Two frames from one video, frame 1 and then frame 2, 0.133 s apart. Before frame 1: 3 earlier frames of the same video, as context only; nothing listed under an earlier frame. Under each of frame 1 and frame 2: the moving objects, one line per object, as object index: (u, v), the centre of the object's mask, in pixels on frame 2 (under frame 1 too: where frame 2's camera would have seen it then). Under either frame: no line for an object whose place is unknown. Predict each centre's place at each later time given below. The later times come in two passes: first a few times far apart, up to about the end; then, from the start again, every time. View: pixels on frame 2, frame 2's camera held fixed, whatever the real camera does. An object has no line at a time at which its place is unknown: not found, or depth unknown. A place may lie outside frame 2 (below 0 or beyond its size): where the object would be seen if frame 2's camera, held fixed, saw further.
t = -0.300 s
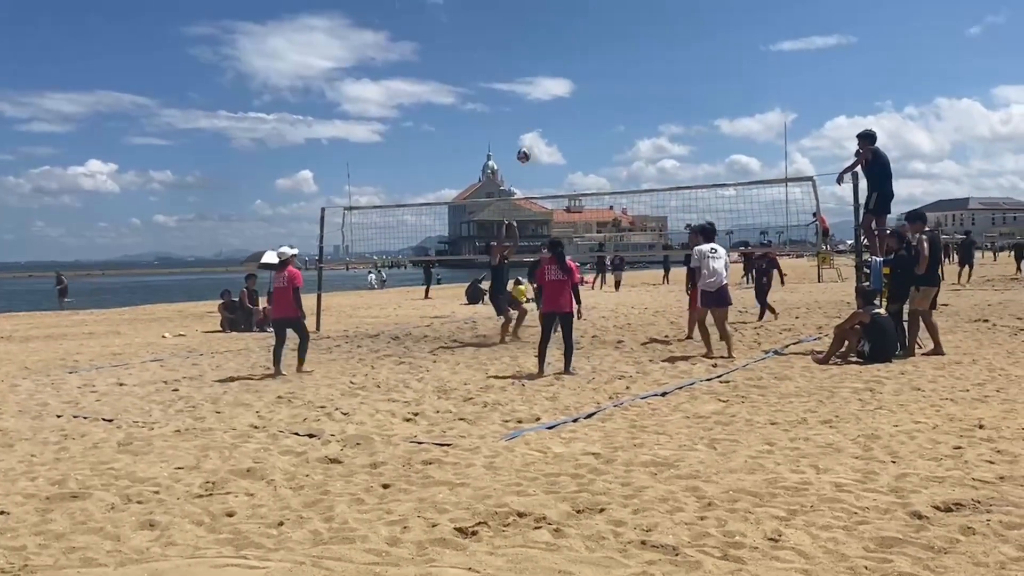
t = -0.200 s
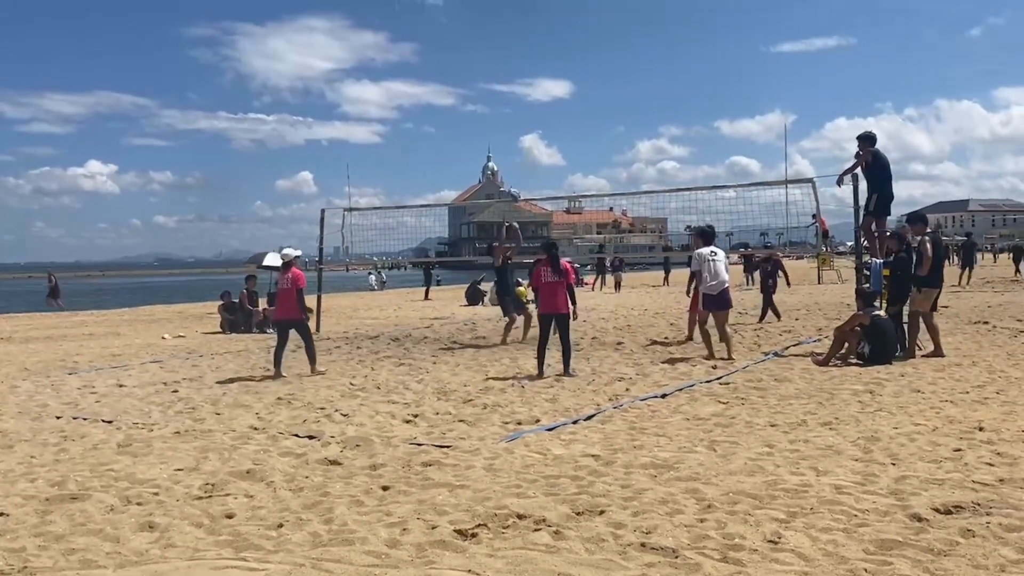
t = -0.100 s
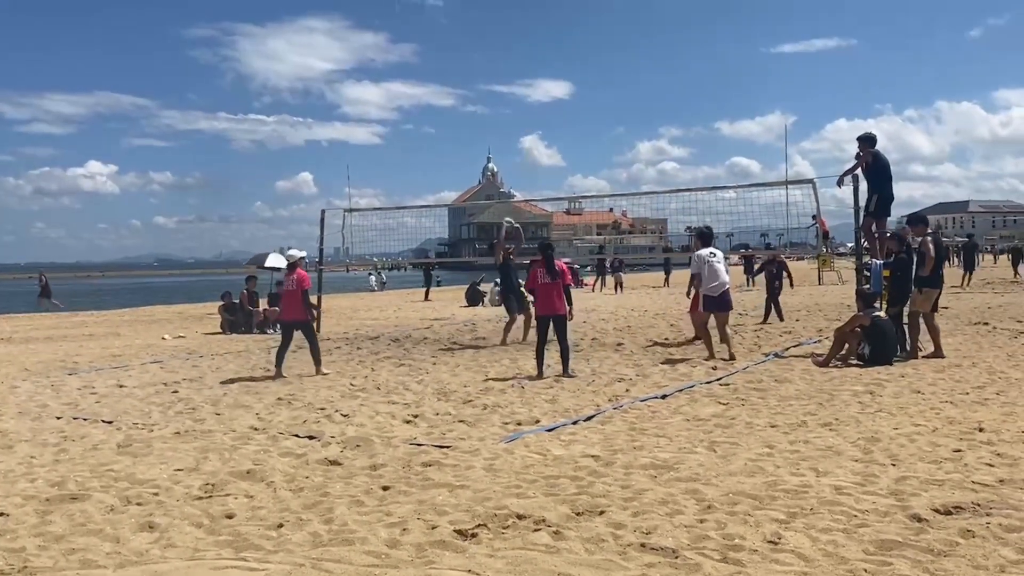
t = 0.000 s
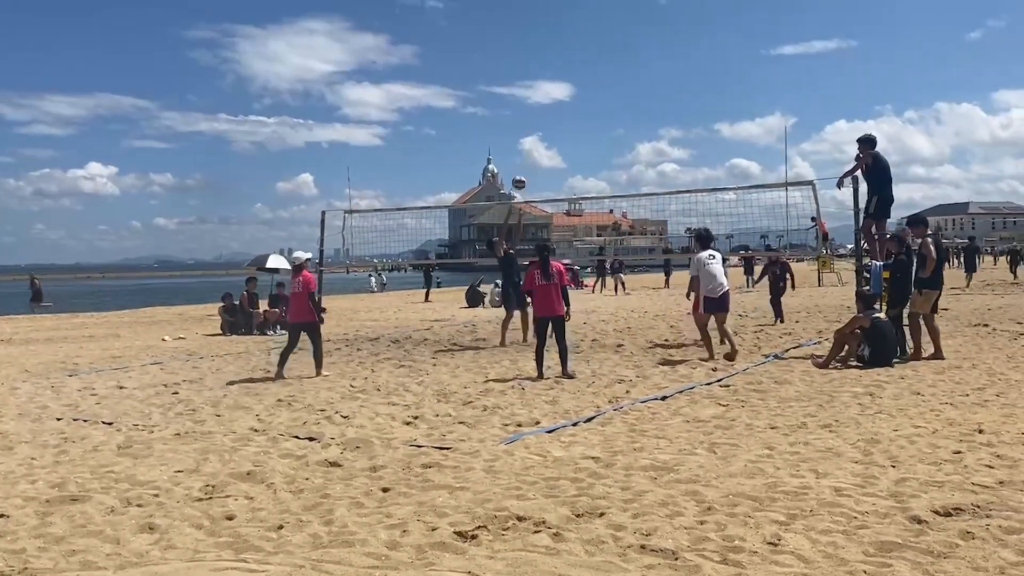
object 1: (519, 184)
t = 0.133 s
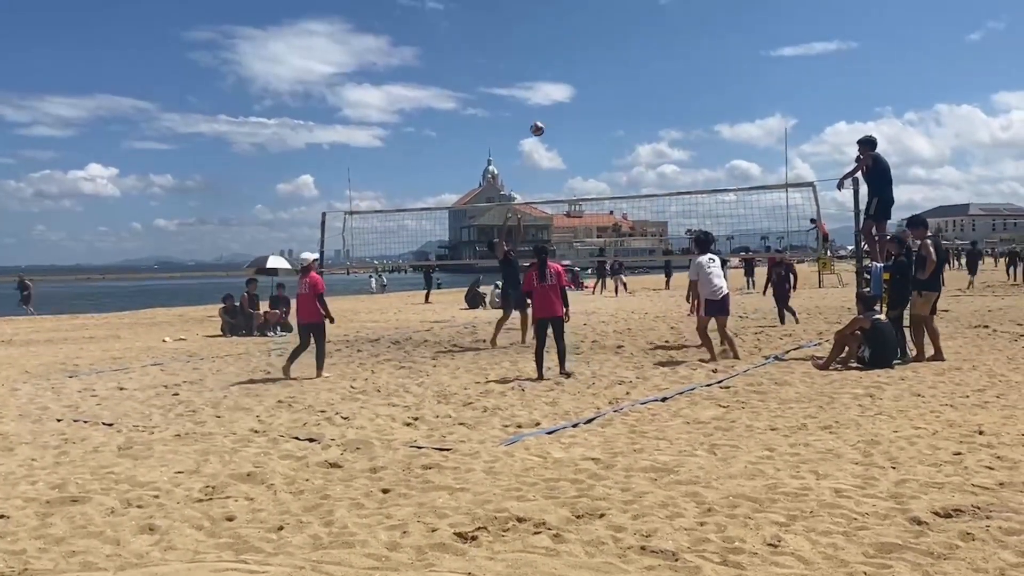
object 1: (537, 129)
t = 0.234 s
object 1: (551, 95)
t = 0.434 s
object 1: (579, 42)
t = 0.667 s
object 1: (611, 16)
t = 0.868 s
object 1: (639, 24)
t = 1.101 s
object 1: (671, 67)
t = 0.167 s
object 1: (542, 117)
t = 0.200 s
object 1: (546, 106)
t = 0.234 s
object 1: (551, 95)
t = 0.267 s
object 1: (556, 84)
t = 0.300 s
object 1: (560, 74)
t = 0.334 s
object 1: (565, 65)
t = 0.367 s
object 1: (570, 57)
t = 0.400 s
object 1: (574, 49)
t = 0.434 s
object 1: (579, 42)
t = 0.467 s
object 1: (583, 36)
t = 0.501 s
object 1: (588, 31)
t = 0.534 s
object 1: (593, 27)
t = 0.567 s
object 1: (597, 23)
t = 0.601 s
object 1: (602, 20)
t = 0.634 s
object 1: (606, 18)
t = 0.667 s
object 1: (611, 16)
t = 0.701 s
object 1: (616, 16)
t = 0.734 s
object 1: (620, 16)
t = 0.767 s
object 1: (625, 16)
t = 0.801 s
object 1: (630, 18)
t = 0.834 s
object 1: (634, 20)
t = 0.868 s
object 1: (639, 24)
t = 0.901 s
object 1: (644, 28)
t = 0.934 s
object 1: (648, 32)
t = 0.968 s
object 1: (653, 38)
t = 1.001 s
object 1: (657, 44)
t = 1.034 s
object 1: (662, 51)
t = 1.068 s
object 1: (667, 59)
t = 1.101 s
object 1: (671, 67)
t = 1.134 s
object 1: (676, 77)
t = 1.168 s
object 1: (681, 87)
